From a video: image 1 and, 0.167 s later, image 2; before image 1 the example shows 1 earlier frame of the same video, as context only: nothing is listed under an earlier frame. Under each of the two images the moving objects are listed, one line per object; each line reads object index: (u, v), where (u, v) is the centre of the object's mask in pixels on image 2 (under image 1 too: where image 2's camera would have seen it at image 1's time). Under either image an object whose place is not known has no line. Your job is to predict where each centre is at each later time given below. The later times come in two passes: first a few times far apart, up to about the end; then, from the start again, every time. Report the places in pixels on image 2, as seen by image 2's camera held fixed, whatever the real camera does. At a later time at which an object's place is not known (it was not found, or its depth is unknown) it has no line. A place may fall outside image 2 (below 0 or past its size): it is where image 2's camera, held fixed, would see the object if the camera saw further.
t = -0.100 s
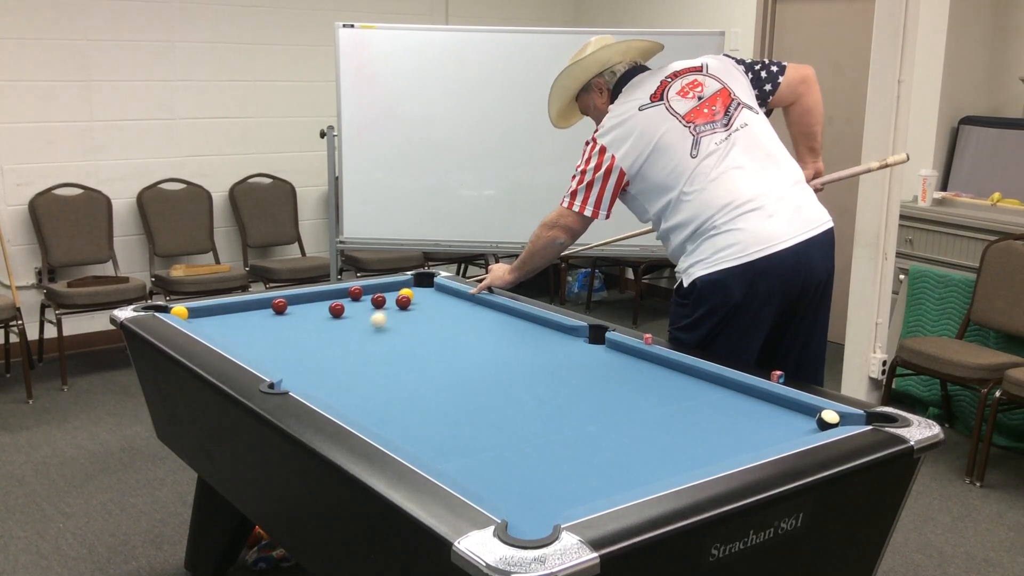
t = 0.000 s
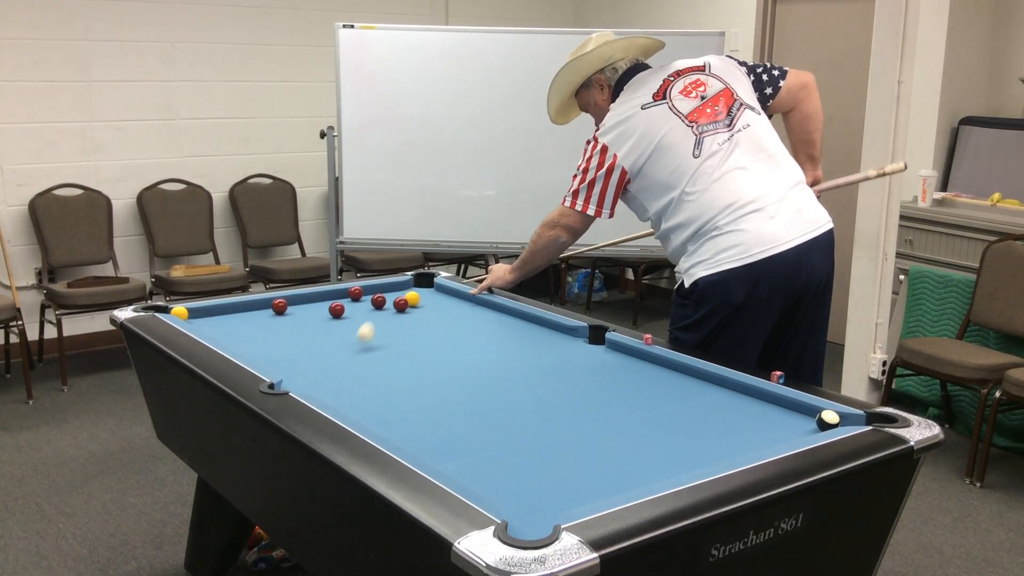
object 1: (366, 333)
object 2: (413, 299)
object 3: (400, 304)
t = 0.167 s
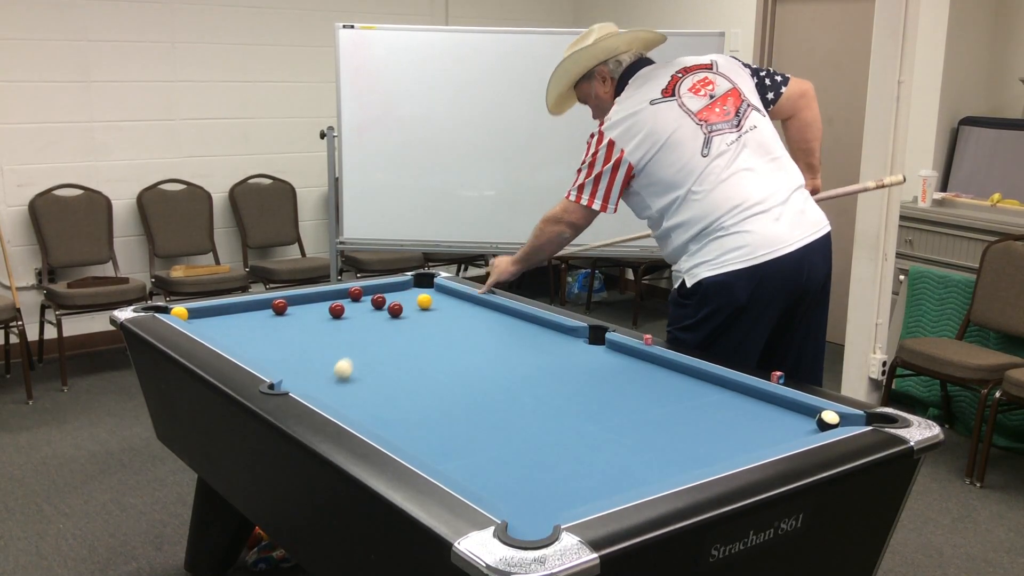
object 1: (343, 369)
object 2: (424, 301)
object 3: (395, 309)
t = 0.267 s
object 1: (330, 389)
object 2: (432, 303)
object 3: (392, 312)
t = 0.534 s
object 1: (449, 419)
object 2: (450, 306)
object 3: (383, 320)
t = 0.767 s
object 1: (589, 446)
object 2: (466, 309)
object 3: (375, 326)
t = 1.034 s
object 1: (700, 446)
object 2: (482, 312)
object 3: (366, 334)
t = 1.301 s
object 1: (697, 401)
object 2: (498, 315)
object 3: (357, 342)
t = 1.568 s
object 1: (672, 372)
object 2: (512, 318)
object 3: (349, 349)
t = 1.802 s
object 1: (595, 363)
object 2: (523, 320)
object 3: (341, 355)
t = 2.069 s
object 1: (513, 355)
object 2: (535, 322)
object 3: (333, 363)
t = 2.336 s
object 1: (439, 347)
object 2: (545, 324)
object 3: (325, 369)
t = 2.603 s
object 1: (369, 339)
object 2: (550, 326)
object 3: (317, 375)
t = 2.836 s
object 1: (312, 333)
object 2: (552, 327)
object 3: (311, 381)
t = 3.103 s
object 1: (250, 326)
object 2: (554, 329)
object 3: (305, 385)
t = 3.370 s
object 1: (194, 319)
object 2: (555, 329)
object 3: (297, 387)
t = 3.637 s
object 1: (201, 315)
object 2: (556, 329)
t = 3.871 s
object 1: (217, 311)
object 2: (555, 329)
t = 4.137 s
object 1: (234, 308)
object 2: (555, 329)
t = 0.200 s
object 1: (339, 375)
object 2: (427, 302)
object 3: (394, 310)
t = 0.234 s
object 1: (335, 382)
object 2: (429, 302)
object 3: (393, 311)
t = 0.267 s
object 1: (330, 389)
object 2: (432, 303)
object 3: (392, 312)
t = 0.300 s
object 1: (326, 394)
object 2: (434, 303)
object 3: (391, 313)
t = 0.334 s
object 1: (338, 399)
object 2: (436, 304)
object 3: (390, 314)
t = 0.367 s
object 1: (356, 404)
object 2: (439, 304)
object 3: (388, 315)
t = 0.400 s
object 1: (375, 406)
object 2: (441, 305)
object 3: (387, 316)
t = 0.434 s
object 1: (394, 410)
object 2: (443, 305)
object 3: (386, 317)
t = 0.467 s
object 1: (412, 413)
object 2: (445, 306)
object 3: (385, 318)
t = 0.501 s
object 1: (430, 416)
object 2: (448, 306)
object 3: (384, 319)
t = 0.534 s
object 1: (449, 419)
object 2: (450, 306)
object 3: (383, 320)
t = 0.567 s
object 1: (468, 423)
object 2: (452, 307)
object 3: (382, 321)
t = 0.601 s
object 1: (487, 426)
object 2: (455, 307)
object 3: (381, 322)
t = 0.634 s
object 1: (507, 430)
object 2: (457, 308)
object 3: (379, 323)
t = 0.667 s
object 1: (527, 434)
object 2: (459, 308)
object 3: (378, 324)
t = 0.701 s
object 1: (547, 438)
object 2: (461, 308)
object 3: (377, 325)
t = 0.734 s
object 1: (567, 442)
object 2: (463, 309)
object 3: (376, 325)
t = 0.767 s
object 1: (589, 446)
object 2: (466, 309)
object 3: (375, 326)
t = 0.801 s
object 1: (610, 450)
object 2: (468, 310)
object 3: (374, 327)
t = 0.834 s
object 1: (631, 454)
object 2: (470, 310)
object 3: (373, 328)
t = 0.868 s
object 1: (654, 458)
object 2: (472, 310)
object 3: (372, 329)
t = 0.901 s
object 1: (676, 462)
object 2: (474, 311)
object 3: (371, 330)
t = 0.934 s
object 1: (697, 463)
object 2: (476, 311)
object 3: (370, 331)
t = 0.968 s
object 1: (703, 459)
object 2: (478, 312)
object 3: (368, 332)
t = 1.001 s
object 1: (701, 454)
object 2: (480, 312)
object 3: (367, 333)
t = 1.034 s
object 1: (700, 446)
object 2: (482, 312)
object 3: (366, 334)
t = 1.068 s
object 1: (698, 440)
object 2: (484, 313)
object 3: (365, 335)
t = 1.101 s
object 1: (698, 434)
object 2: (486, 313)
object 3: (364, 336)
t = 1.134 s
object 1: (698, 428)
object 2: (488, 313)
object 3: (363, 337)
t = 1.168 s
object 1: (698, 422)
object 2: (490, 314)
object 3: (362, 338)
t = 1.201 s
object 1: (697, 416)
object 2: (492, 314)
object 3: (361, 339)
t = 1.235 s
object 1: (697, 411)
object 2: (494, 314)
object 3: (360, 340)
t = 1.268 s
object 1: (697, 406)
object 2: (496, 315)
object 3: (358, 341)
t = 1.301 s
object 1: (697, 401)
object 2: (498, 315)
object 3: (357, 342)
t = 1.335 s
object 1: (697, 397)
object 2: (500, 316)
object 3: (356, 343)
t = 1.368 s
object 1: (696, 392)
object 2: (502, 316)
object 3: (355, 344)
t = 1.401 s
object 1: (696, 387)
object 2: (503, 316)
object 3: (354, 345)
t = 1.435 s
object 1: (696, 382)
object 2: (505, 317)
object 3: (353, 345)
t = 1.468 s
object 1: (696, 378)
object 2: (507, 317)
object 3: (352, 346)
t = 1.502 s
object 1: (695, 375)
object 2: (509, 317)
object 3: (351, 347)
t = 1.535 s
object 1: (685, 373)
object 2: (511, 318)
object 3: (350, 348)
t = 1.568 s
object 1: (672, 372)
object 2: (512, 318)
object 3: (349, 349)
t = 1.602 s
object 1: (660, 371)
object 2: (514, 318)
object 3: (347, 350)
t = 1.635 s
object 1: (649, 369)
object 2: (516, 318)
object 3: (346, 351)
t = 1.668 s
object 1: (638, 368)
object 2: (517, 319)
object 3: (345, 352)
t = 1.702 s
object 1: (627, 367)
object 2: (519, 319)
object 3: (344, 353)
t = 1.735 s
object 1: (616, 366)
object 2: (520, 319)
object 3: (343, 354)
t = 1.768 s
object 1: (605, 365)
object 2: (522, 320)
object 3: (342, 355)
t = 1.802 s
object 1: (595, 363)
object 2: (523, 320)
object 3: (341, 355)
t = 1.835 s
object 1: (584, 362)
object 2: (525, 320)
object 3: (340, 356)
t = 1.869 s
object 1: (574, 361)
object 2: (526, 321)
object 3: (339, 357)
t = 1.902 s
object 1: (563, 360)
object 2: (528, 321)
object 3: (338, 358)
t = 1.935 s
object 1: (553, 359)
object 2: (529, 321)
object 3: (337, 359)
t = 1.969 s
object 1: (543, 358)
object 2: (531, 321)
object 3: (336, 360)
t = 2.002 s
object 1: (533, 357)
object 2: (532, 322)
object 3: (335, 361)
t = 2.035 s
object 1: (523, 356)
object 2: (534, 322)
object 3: (334, 362)
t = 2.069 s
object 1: (513, 355)
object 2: (535, 322)
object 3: (333, 363)
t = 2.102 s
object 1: (504, 354)
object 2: (536, 323)
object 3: (331, 363)
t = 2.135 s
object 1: (494, 352)
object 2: (538, 323)
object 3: (330, 364)
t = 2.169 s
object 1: (485, 351)
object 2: (539, 323)
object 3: (329, 365)
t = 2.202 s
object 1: (475, 351)
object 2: (540, 323)
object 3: (328, 366)
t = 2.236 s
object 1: (466, 350)
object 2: (542, 324)
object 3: (327, 367)
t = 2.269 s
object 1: (456, 348)
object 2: (543, 324)
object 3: (326, 367)
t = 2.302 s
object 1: (448, 347)
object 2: (544, 324)
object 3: (325, 368)
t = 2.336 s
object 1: (439, 347)
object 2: (545, 324)
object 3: (325, 369)
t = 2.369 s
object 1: (430, 346)
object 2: (546, 324)
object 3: (324, 370)
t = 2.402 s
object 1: (421, 344)
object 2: (547, 325)
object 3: (323, 371)
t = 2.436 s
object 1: (412, 344)
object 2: (548, 325)
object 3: (322, 372)
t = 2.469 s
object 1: (404, 343)
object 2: (548, 325)
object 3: (321, 372)
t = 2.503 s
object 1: (395, 342)
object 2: (549, 325)
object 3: (320, 373)
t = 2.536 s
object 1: (386, 341)
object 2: (549, 326)
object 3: (319, 374)
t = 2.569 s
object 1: (378, 340)
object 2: (550, 326)
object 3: (318, 375)
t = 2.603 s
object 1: (369, 339)
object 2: (550, 326)
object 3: (317, 375)
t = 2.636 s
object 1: (361, 338)
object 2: (550, 326)
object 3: (316, 376)
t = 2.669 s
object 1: (352, 337)
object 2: (551, 326)
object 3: (315, 377)
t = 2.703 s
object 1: (345, 337)
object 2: (551, 327)
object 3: (315, 378)
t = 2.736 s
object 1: (336, 336)
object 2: (551, 327)
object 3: (314, 379)
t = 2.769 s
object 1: (328, 335)
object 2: (552, 327)
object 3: (313, 379)
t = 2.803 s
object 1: (320, 334)
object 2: (552, 327)
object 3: (312, 380)
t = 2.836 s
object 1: (312, 333)
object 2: (552, 327)
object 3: (311, 381)
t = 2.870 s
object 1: (304, 332)
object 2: (553, 328)
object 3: (310, 381)
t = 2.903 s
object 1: (296, 331)
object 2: (553, 328)
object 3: (309, 382)
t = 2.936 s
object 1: (289, 330)
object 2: (553, 328)
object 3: (309, 383)
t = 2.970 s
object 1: (281, 329)
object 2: (554, 328)
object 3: (308, 383)
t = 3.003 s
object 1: (273, 329)
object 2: (554, 328)
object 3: (307, 384)
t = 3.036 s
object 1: (266, 328)
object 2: (554, 328)
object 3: (306, 384)
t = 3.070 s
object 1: (258, 327)
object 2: (554, 328)
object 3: (306, 384)
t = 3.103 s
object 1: (250, 326)
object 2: (554, 329)
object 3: (305, 385)
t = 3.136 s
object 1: (243, 325)
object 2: (555, 329)
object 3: (304, 385)
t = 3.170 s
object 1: (236, 325)
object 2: (555, 329)
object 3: (303, 385)
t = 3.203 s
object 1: (229, 324)
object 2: (555, 329)
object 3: (302, 386)
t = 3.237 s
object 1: (222, 323)
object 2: (555, 329)
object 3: (302, 386)
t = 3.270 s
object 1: (214, 322)
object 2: (555, 329)
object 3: (301, 386)
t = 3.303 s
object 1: (207, 322)
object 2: (555, 329)
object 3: (300, 387)
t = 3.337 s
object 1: (200, 321)
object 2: (555, 329)
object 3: (299, 387)
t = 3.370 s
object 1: (194, 319)
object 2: (555, 329)
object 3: (297, 387)
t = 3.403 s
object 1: (188, 317)
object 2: (555, 329)
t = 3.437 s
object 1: (185, 316)
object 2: (555, 329)
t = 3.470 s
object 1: (188, 316)
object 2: (556, 329)
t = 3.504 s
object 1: (191, 317)
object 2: (556, 329)
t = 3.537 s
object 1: (193, 317)
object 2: (556, 329)
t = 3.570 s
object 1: (196, 316)
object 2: (556, 329)
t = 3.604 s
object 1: (198, 316)
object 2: (556, 329)
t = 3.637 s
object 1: (201, 315)
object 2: (556, 329)
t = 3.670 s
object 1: (203, 315)
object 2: (555, 329)
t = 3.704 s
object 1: (205, 314)
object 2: (555, 329)
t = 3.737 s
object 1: (208, 314)
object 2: (555, 329)
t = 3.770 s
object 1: (210, 313)
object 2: (555, 329)
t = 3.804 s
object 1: (212, 312)
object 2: (555, 329)
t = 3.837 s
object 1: (215, 312)
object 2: (555, 329)
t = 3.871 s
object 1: (217, 311)
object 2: (555, 329)
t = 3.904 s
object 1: (219, 311)
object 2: (555, 329)
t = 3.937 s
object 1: (221, 311)
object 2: (555, 329)
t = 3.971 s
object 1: (223, 310)
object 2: (555, 329)
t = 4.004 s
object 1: (225, 310)
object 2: (555, 329)
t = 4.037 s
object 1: (227, 309)
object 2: (555, 329)
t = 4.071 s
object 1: (229, 308)
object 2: (555, 329)
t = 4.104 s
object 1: (231, 308)
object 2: (555, 329)
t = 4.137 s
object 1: (234, 308)
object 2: (555, 329)
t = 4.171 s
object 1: (236, 308)
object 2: (555, 329)
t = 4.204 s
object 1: (238, 308)
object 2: (555, 329)
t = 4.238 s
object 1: (240, 308)
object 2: (555, 329)
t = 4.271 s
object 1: (242, 307)
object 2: (555, 329)
